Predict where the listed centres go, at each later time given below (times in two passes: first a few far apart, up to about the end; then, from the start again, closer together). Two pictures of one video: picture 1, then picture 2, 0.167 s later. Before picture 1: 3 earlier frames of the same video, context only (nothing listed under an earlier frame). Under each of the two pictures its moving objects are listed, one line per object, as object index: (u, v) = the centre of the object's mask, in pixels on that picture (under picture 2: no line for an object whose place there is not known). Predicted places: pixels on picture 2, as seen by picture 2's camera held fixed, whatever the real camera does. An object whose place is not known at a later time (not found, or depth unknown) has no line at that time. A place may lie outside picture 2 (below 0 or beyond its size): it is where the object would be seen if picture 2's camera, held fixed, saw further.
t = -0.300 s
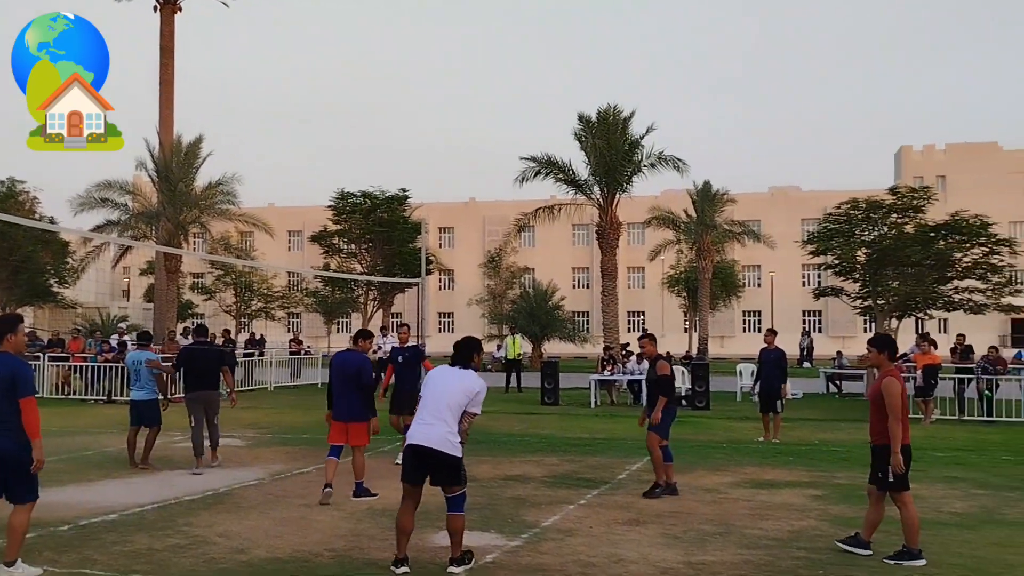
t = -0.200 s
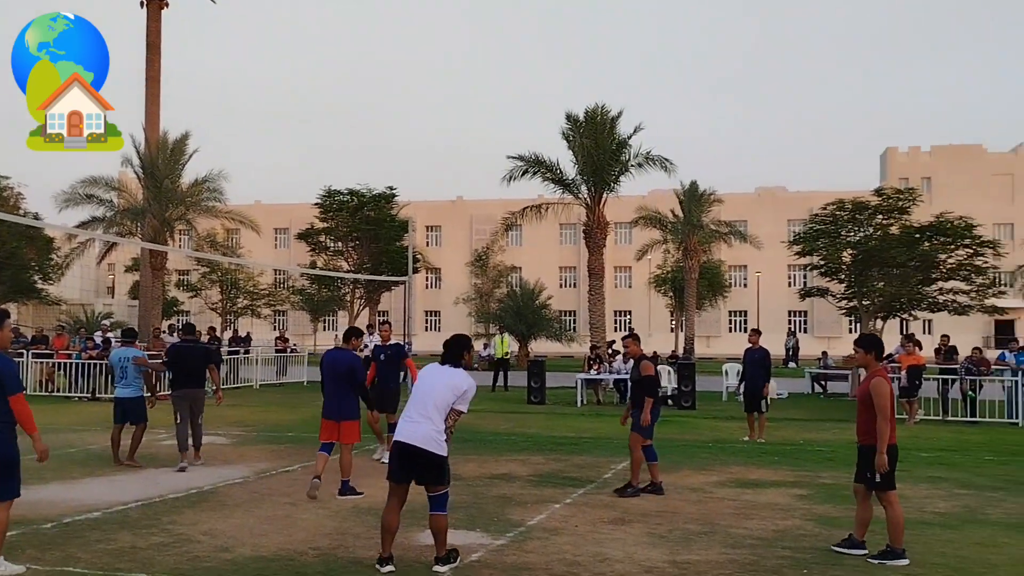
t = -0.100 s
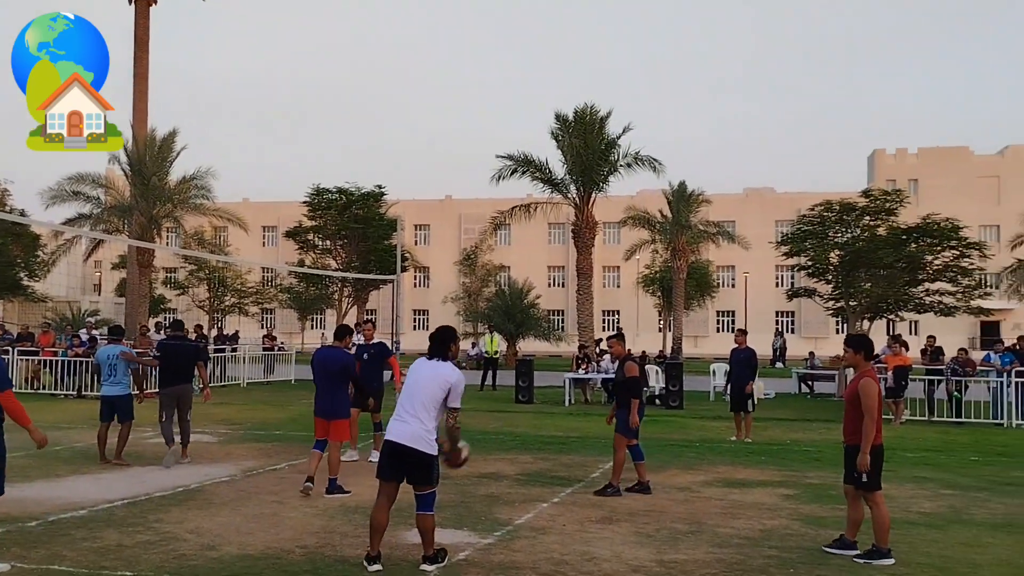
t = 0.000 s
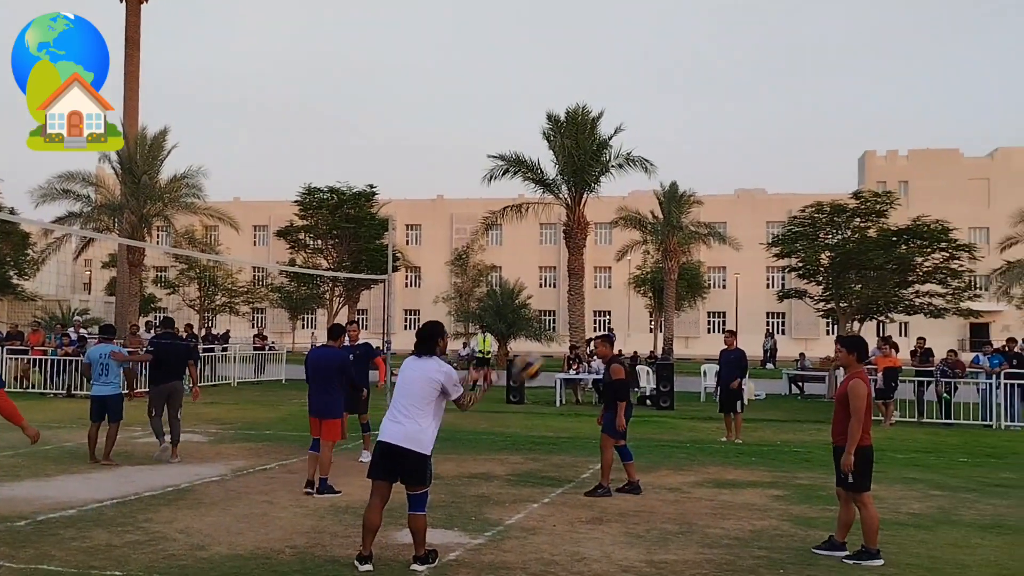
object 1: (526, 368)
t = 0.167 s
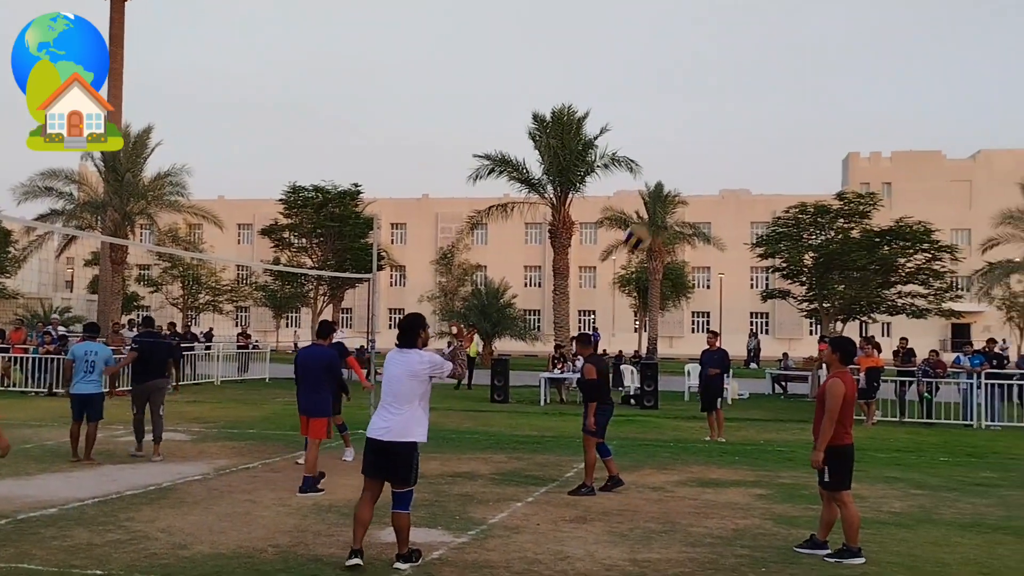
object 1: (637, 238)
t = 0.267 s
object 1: (704, 184)
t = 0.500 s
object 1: (844, 113)
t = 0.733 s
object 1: (968, 111)
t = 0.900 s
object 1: (1047, 147)
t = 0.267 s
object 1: (704, 184)
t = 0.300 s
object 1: (725, 169)
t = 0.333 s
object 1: (746, 156)
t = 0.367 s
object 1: (766, 144)
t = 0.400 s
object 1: (786, 134)
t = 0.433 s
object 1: (806, 126)
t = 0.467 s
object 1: (825, 119)
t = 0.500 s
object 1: (844, 113)
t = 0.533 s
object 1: (863, 109)
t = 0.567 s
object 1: (881, 106)
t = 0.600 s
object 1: (899, 105)
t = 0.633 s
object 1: (916, 104)
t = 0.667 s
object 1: (933, 105)
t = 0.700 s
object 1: (951, 108)
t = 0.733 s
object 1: (968, 111)
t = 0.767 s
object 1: (984, 116)
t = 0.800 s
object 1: (1000, 122)
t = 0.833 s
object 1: (1016, 129)
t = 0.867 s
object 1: (1031, 137)
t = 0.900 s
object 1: (1047, 147)
